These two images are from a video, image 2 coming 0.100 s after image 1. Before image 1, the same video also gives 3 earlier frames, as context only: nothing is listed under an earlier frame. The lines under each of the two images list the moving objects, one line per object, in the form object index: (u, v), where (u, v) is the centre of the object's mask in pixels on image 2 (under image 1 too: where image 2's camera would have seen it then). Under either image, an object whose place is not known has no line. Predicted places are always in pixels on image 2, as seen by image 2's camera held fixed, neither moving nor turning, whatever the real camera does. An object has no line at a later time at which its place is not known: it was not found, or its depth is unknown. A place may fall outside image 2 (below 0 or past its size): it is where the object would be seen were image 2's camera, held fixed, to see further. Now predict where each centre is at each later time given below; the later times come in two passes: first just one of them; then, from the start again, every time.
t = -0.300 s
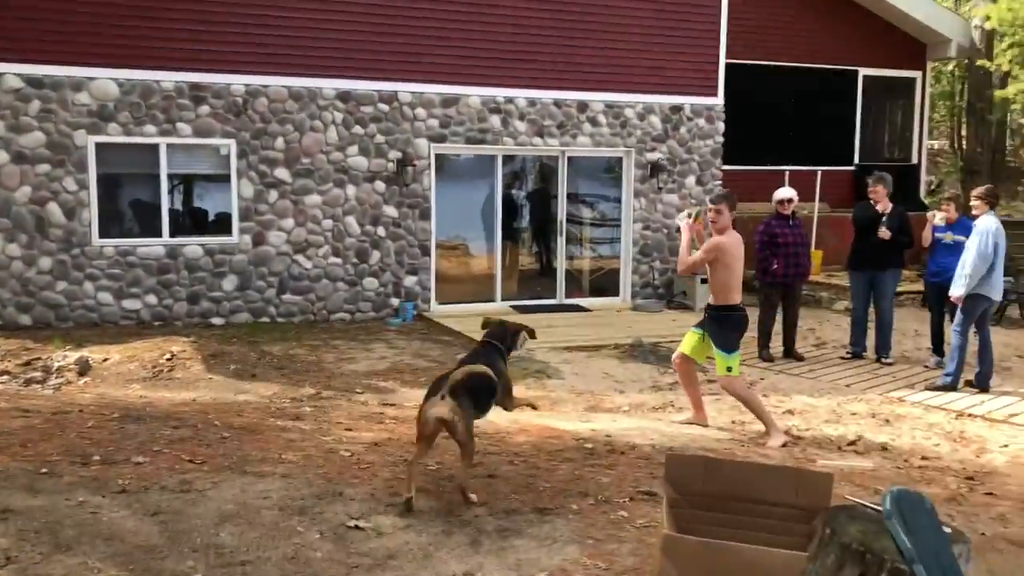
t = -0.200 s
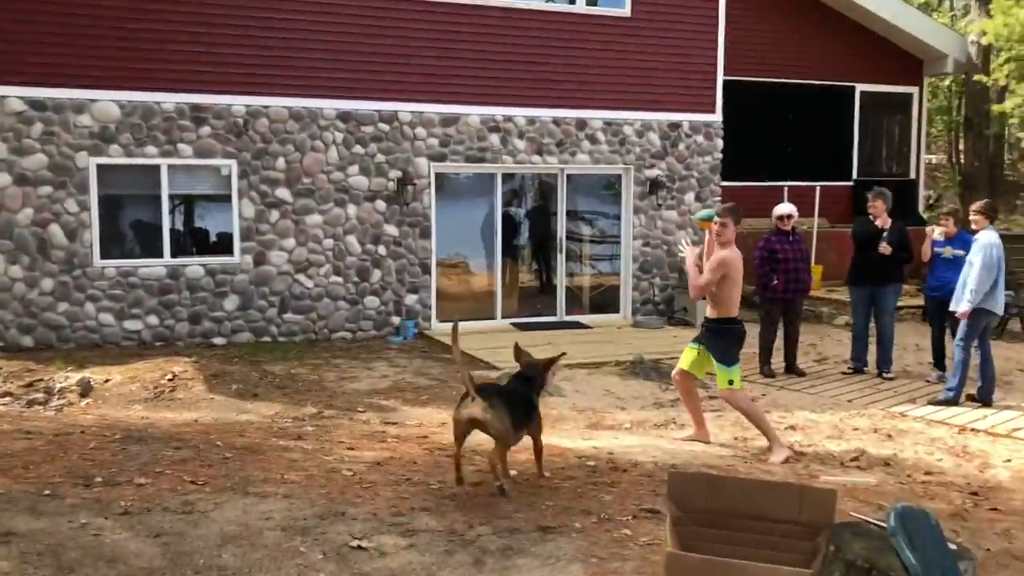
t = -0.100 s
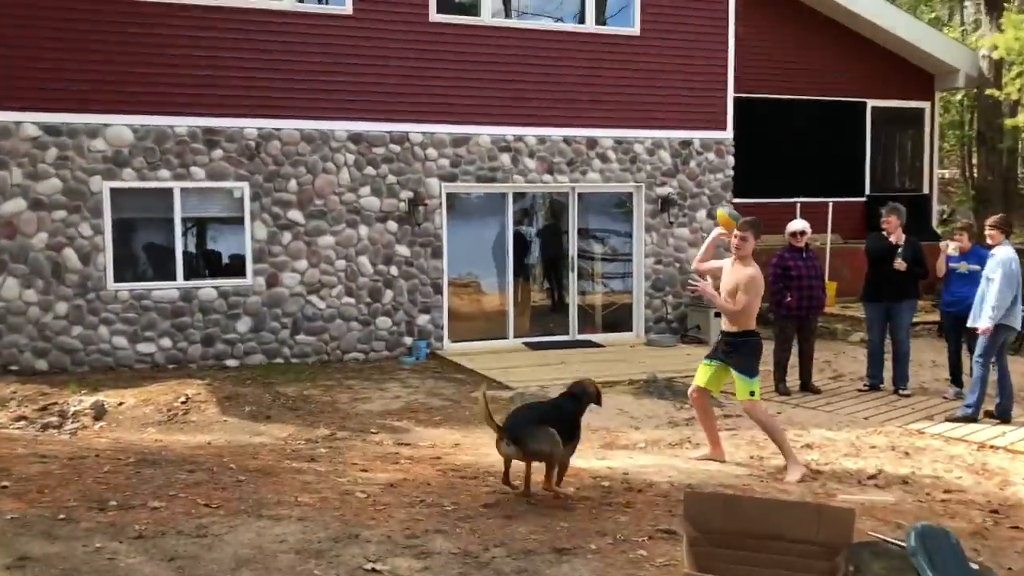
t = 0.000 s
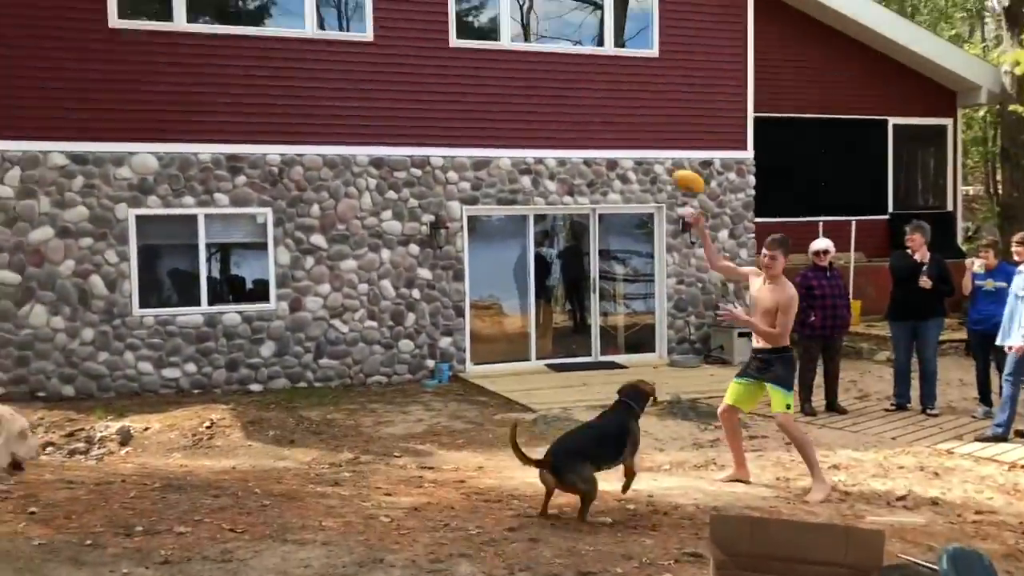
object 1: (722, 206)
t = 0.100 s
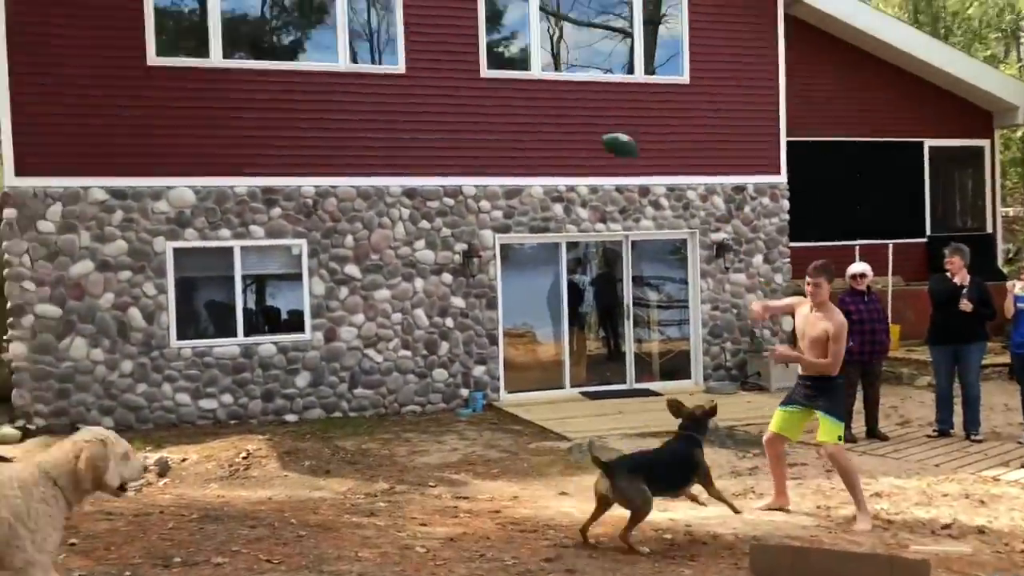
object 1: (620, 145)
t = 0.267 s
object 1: (415, 58)
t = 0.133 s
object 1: (583, 125)
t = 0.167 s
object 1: (544, 106)
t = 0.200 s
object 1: (503, 88)
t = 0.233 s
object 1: (460, 70)
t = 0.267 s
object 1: (415, 58)
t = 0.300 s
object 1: (367, 44)
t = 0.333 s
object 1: (318, 31)
